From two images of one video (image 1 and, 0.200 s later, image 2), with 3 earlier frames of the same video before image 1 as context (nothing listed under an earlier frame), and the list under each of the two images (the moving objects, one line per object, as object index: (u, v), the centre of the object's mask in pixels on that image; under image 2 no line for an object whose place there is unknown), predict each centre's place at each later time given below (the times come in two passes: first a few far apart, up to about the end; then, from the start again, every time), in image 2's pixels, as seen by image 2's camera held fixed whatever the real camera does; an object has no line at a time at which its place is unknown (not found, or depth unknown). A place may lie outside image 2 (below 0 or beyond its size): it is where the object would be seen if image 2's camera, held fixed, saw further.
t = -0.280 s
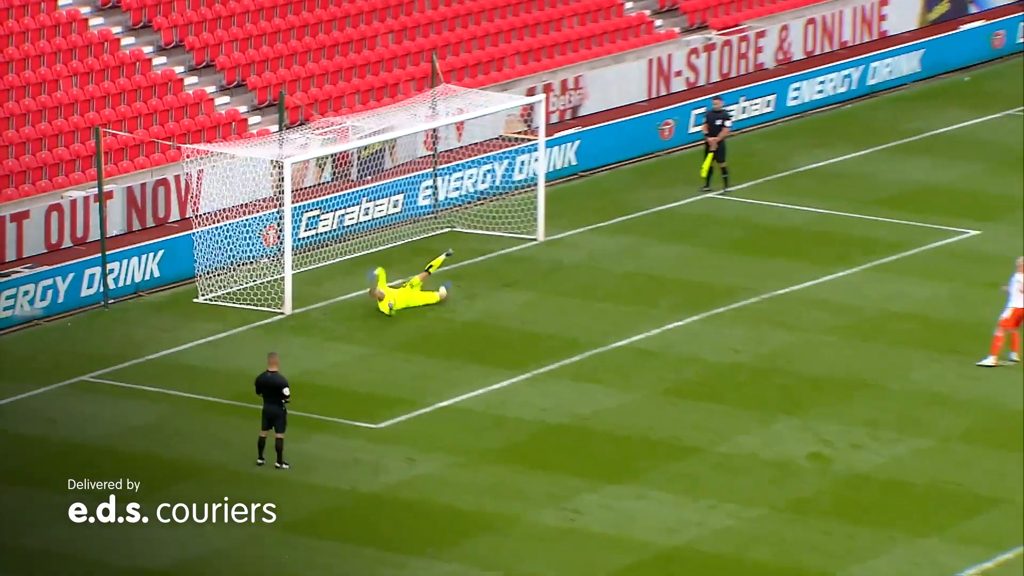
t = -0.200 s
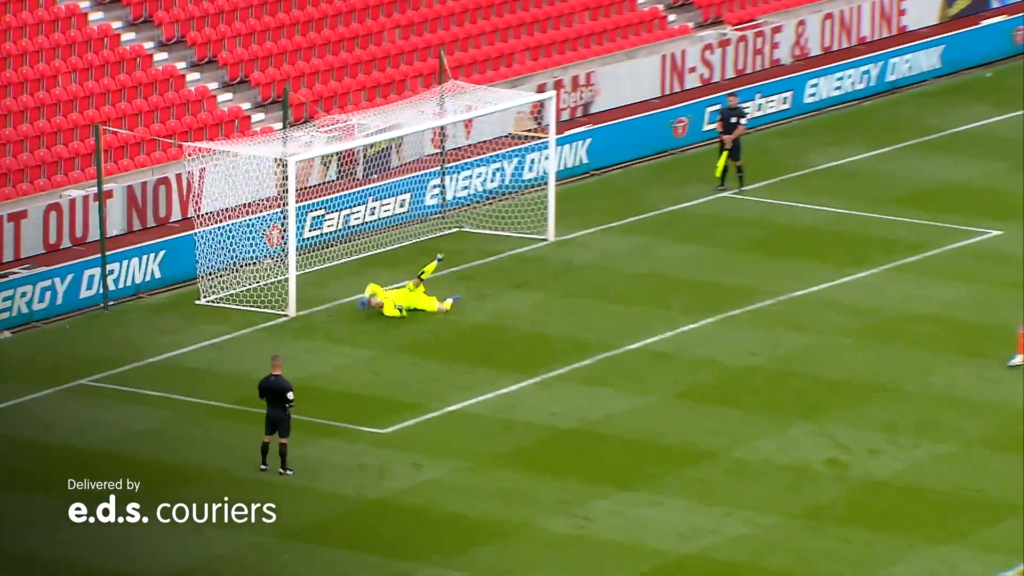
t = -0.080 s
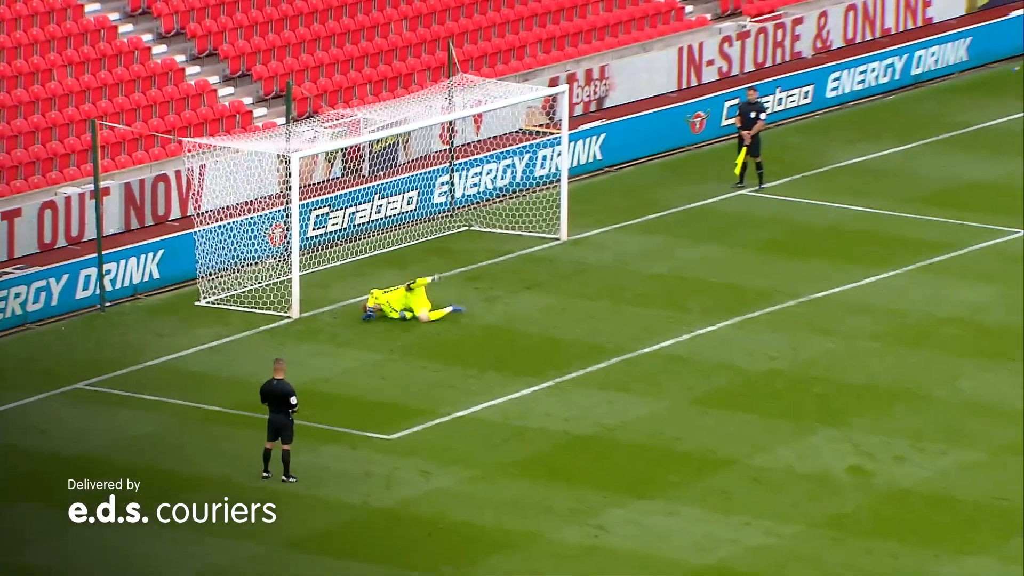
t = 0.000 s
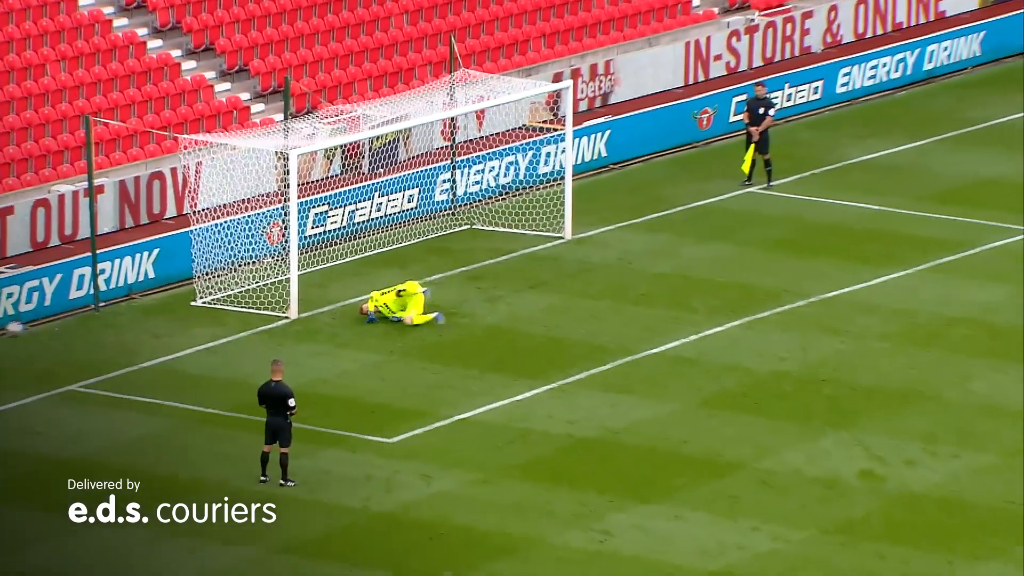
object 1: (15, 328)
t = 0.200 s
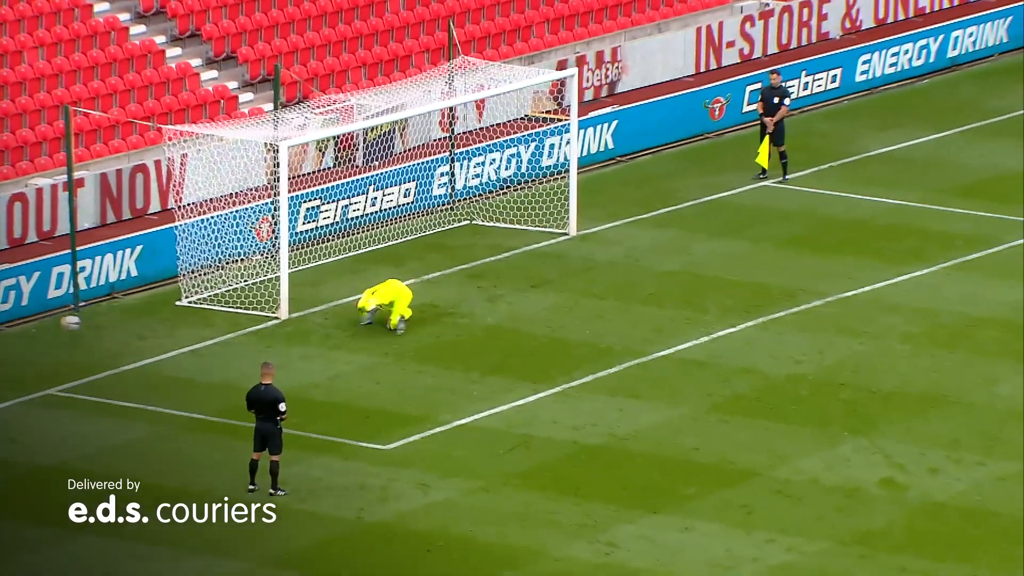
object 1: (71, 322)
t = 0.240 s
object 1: (87, 324)
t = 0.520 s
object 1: (189, 338)
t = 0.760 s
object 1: (260, 350)
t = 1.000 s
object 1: (313, 358)
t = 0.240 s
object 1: (87, 324)
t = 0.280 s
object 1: (103, 327)
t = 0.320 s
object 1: (119, 331)
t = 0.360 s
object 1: (135, 337)
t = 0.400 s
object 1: (150, 339)
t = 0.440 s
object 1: (162, 338)
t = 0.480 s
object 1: (175, 337)
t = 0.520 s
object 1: (189, 338)
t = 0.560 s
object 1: (202, 340)
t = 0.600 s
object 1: (214, 344)
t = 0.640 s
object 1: (227, 348)
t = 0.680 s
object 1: (240, 350)
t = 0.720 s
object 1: (250, 350)
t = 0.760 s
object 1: (260, 350)
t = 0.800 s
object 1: (271, 353)
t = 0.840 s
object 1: (281, 356)
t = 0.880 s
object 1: (290, 356)
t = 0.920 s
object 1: (298, 356)
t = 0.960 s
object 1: (305, 357)
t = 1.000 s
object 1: (313, 358)
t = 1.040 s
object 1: (321, 361)
